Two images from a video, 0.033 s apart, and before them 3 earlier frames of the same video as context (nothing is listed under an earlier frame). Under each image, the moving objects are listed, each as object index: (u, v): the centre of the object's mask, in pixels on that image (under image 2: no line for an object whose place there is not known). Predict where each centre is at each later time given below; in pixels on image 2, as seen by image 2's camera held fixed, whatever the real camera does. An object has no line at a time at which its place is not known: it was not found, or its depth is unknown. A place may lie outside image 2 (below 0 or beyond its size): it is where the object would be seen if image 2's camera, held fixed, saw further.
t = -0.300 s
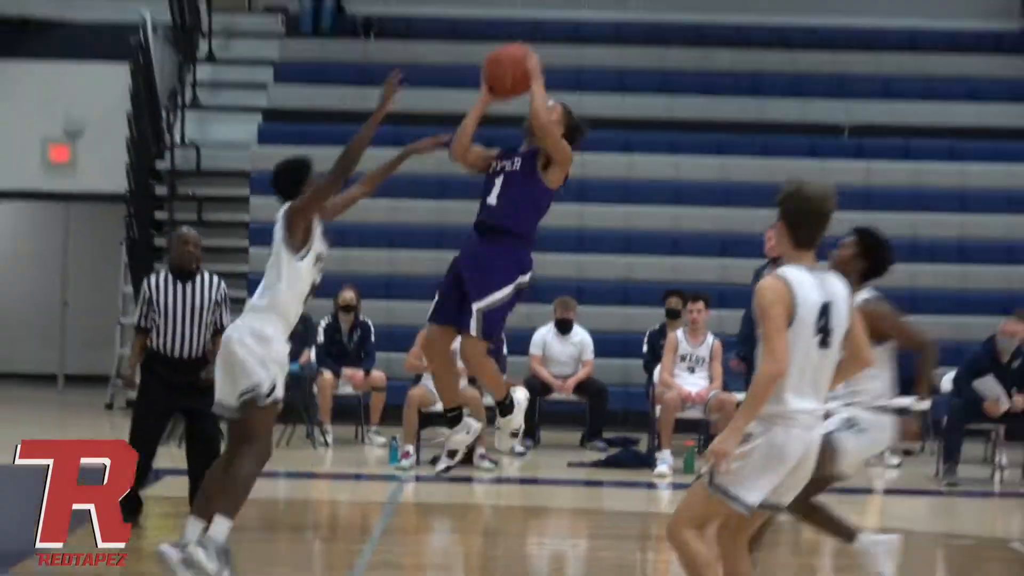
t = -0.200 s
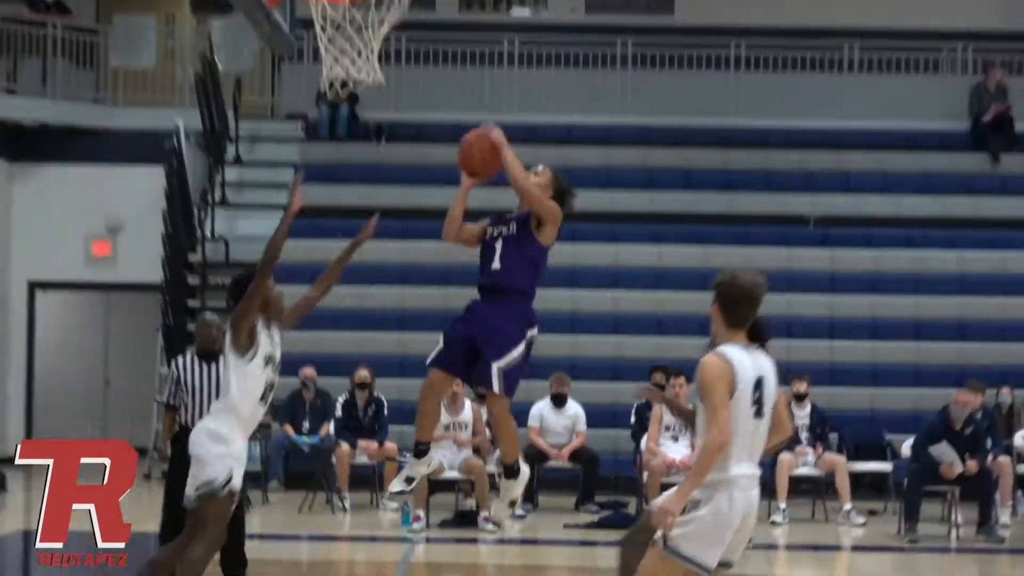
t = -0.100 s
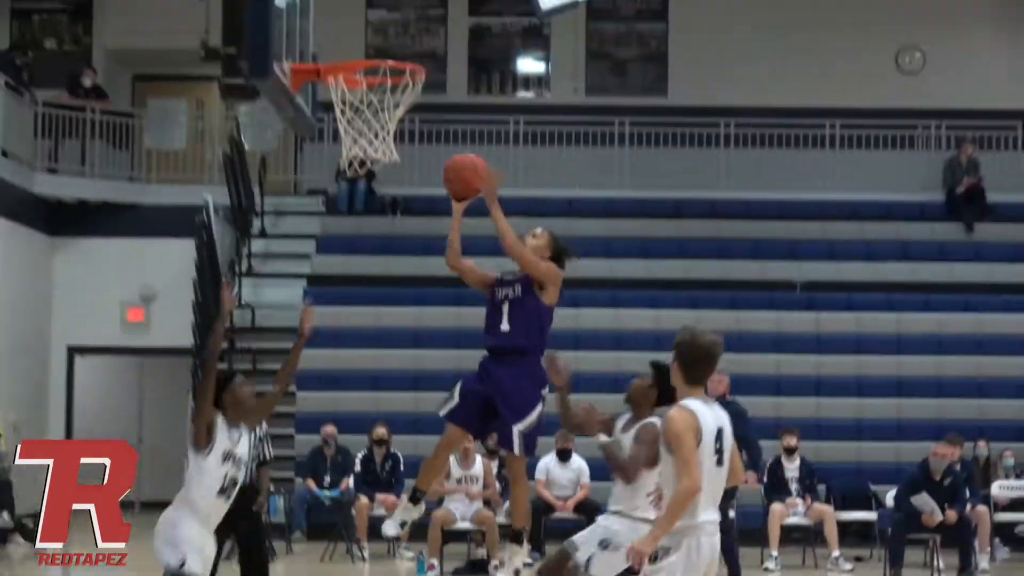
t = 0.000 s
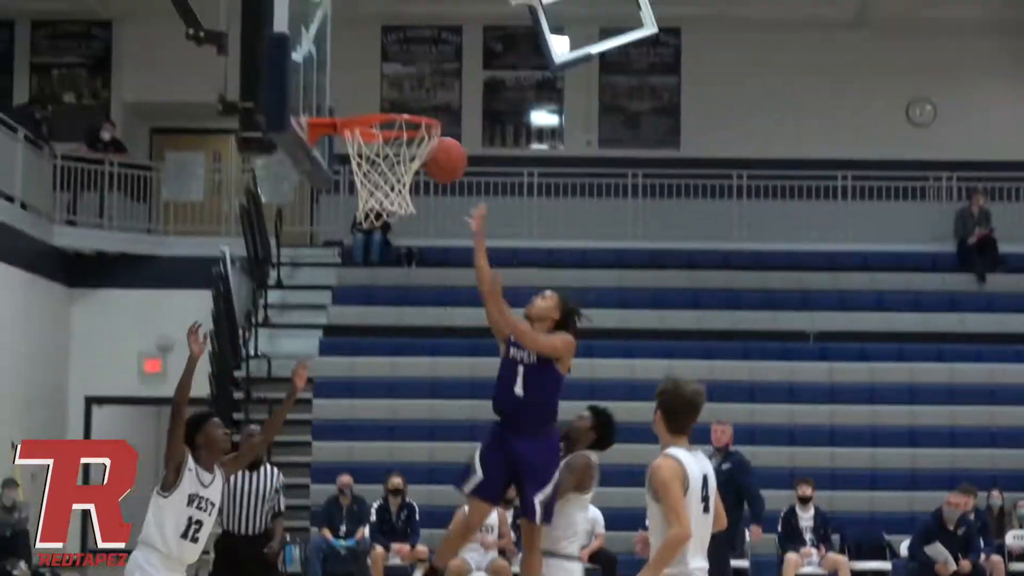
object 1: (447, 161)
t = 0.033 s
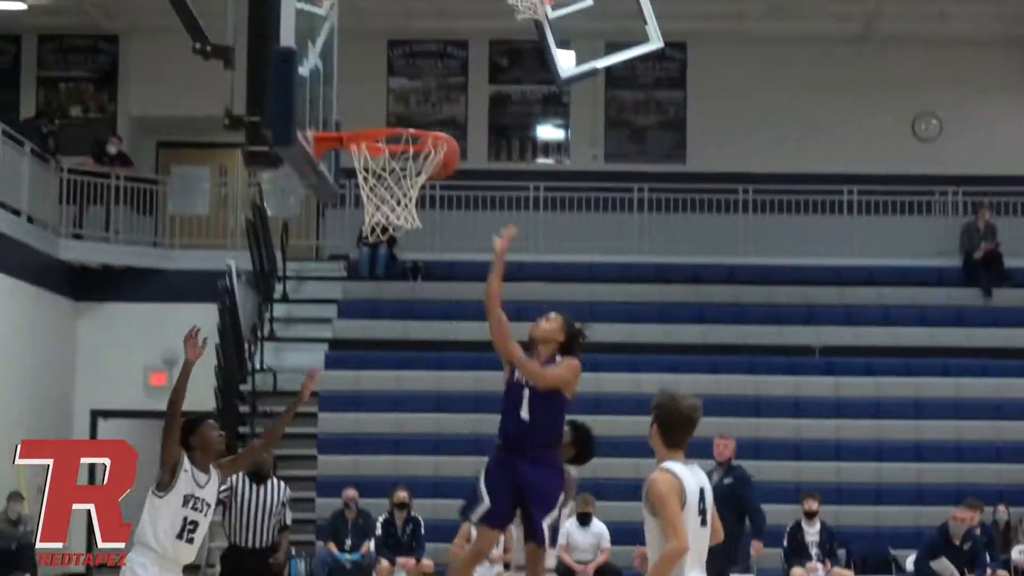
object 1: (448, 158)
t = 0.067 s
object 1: (426, 123)
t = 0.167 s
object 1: (374, 92)
